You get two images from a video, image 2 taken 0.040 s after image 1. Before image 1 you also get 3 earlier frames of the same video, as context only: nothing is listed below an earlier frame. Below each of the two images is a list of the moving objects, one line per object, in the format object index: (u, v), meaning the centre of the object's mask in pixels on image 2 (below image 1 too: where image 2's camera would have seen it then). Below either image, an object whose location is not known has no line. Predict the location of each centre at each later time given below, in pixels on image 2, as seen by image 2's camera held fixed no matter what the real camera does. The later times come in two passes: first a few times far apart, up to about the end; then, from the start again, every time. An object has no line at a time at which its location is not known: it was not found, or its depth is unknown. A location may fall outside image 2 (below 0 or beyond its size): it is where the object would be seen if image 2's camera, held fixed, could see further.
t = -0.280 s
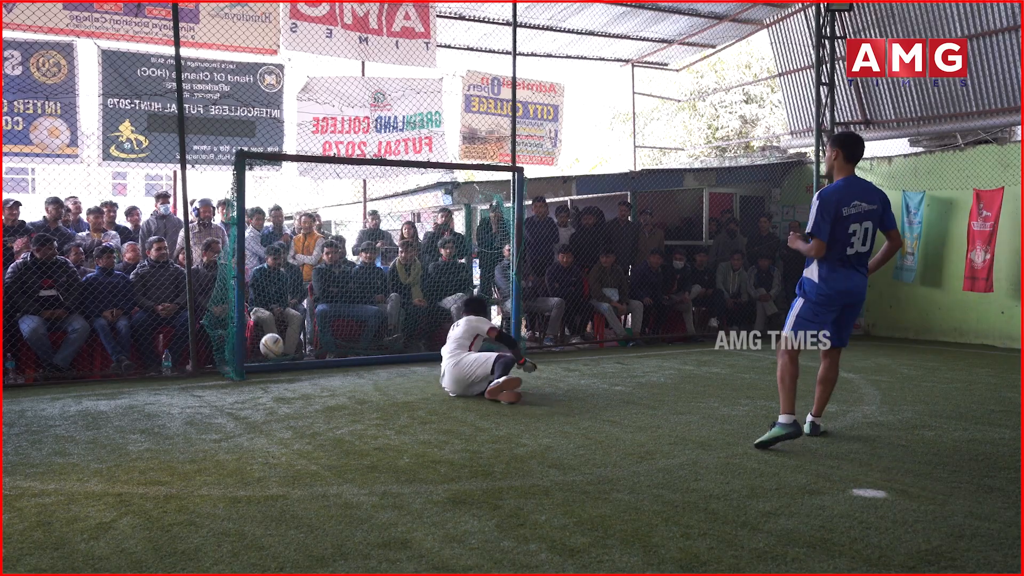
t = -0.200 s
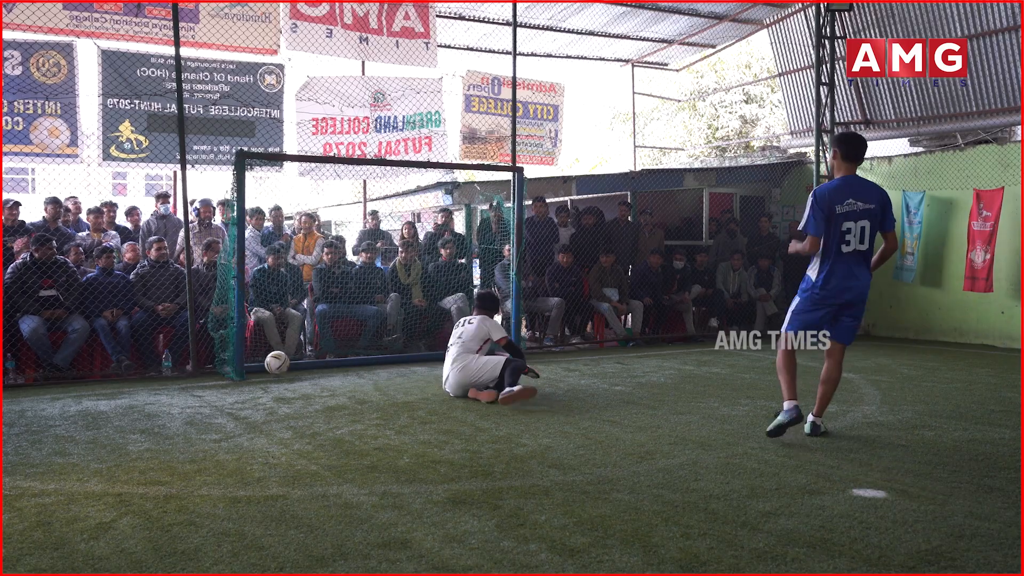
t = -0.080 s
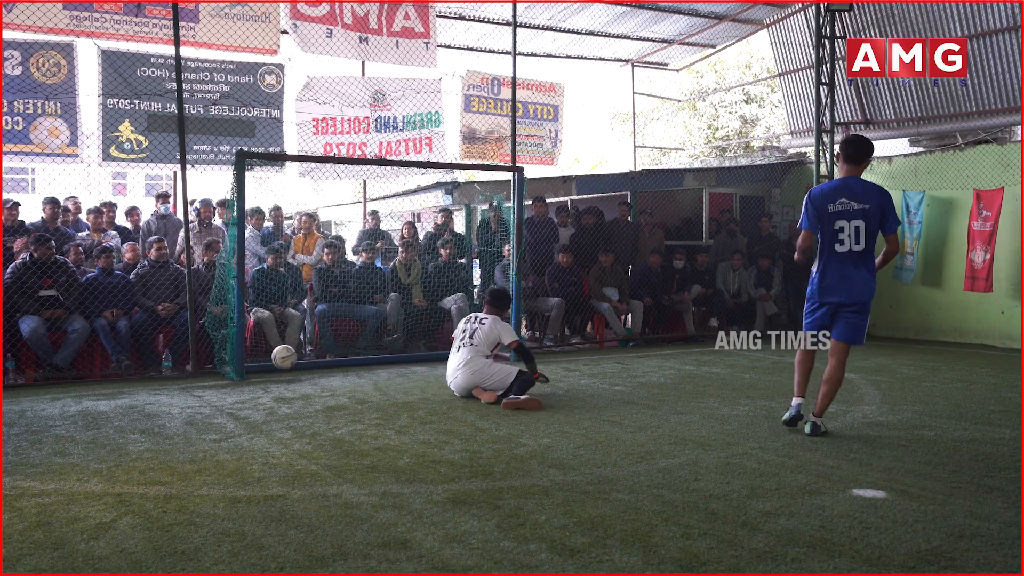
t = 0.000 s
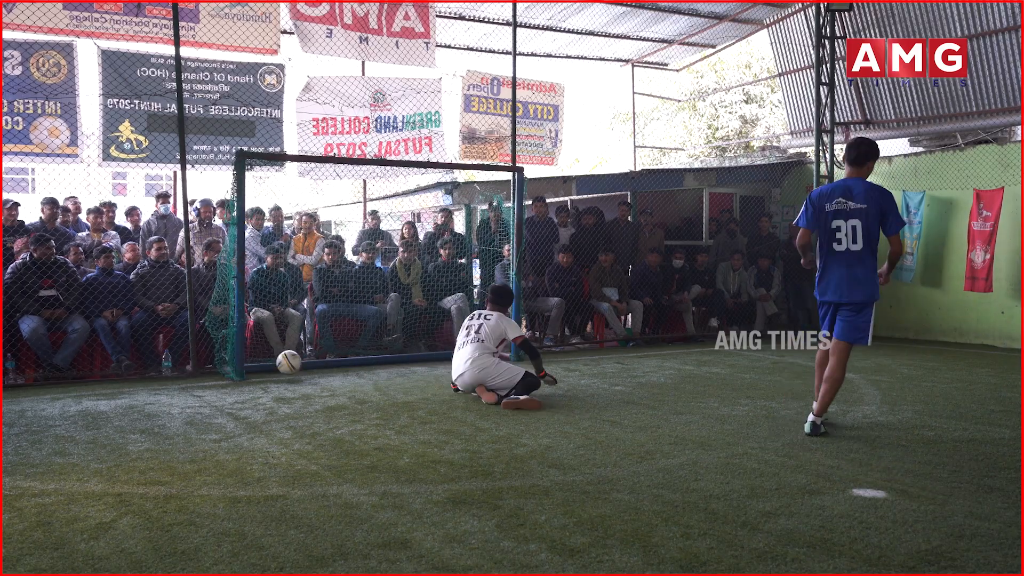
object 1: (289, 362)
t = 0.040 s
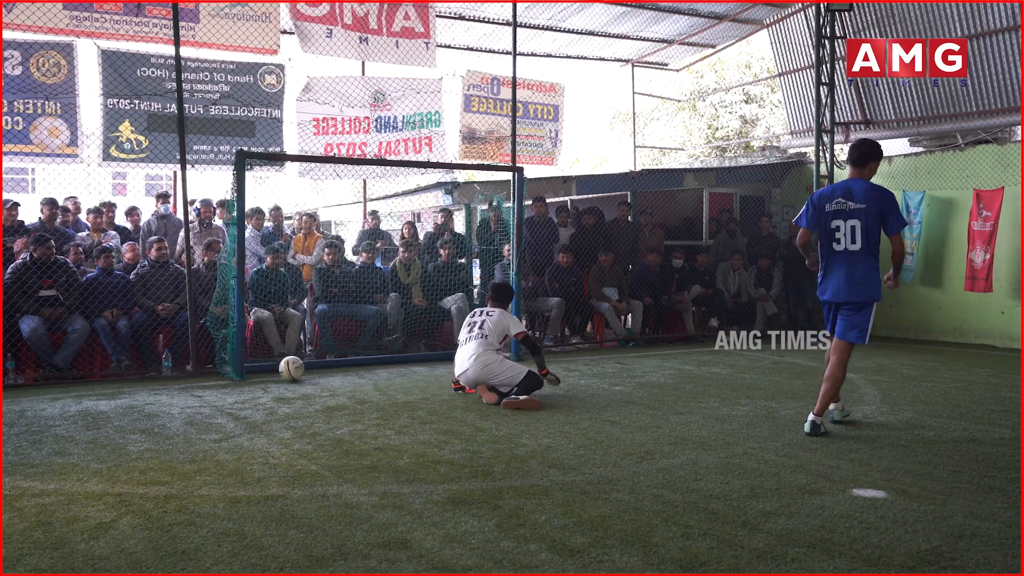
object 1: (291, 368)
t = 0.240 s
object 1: (302, 372)
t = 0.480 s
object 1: (315, 376)
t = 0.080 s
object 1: (293, 369)
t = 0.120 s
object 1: (295, 369)
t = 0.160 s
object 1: (298, 371)
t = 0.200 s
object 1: (300, 371)
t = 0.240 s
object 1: (302, 372)
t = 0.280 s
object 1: (304, 373)
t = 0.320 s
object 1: (306, 374)
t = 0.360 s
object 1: (309, 374)
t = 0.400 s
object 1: (311, 375)
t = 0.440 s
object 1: (313, 375)
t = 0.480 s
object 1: (315, 376)
